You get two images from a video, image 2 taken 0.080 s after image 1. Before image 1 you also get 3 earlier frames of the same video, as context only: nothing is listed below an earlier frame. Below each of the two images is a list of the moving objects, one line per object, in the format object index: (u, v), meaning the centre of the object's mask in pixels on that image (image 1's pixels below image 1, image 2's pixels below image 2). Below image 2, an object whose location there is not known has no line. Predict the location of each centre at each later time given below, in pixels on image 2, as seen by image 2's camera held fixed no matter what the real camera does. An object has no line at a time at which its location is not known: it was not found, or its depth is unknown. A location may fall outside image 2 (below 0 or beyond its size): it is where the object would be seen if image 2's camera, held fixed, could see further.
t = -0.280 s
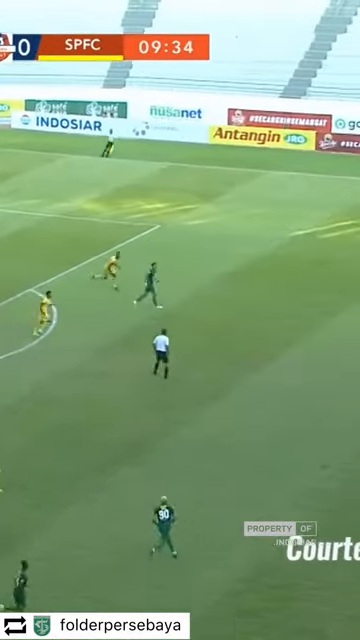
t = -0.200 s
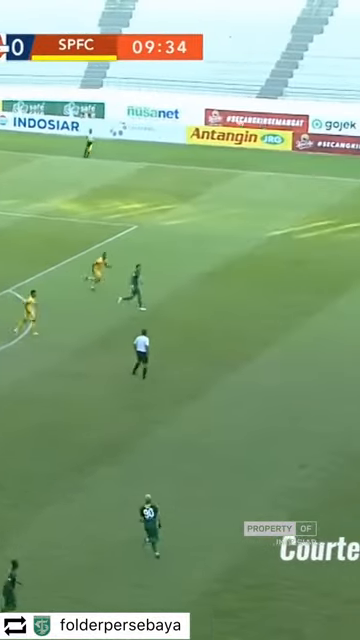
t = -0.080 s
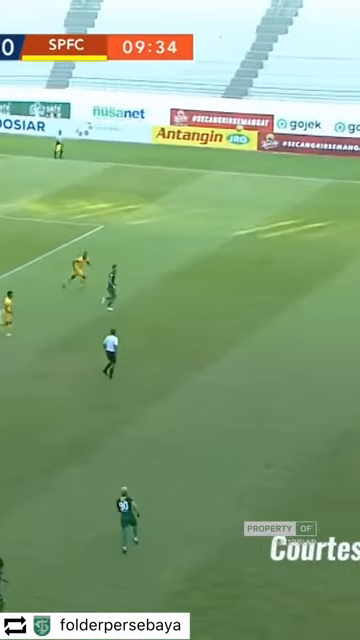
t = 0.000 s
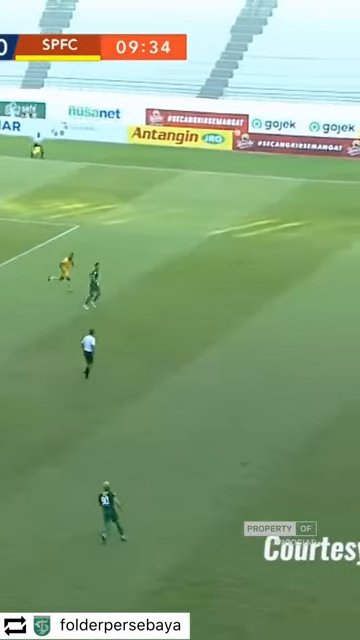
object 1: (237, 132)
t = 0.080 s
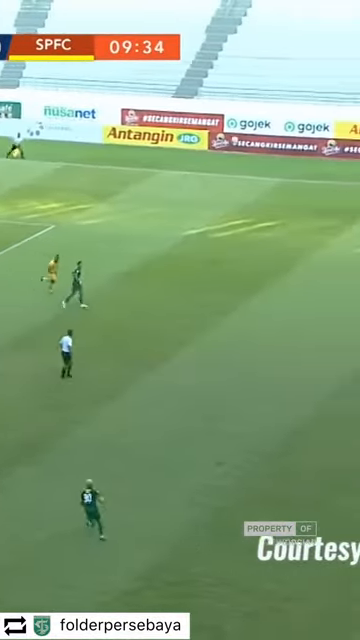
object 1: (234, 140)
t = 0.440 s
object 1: (331, 190)
